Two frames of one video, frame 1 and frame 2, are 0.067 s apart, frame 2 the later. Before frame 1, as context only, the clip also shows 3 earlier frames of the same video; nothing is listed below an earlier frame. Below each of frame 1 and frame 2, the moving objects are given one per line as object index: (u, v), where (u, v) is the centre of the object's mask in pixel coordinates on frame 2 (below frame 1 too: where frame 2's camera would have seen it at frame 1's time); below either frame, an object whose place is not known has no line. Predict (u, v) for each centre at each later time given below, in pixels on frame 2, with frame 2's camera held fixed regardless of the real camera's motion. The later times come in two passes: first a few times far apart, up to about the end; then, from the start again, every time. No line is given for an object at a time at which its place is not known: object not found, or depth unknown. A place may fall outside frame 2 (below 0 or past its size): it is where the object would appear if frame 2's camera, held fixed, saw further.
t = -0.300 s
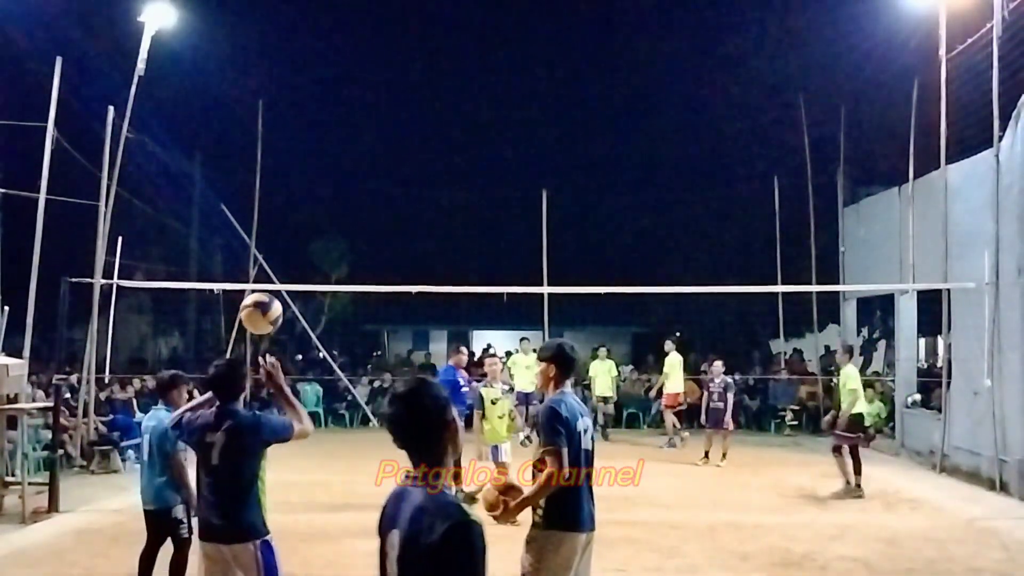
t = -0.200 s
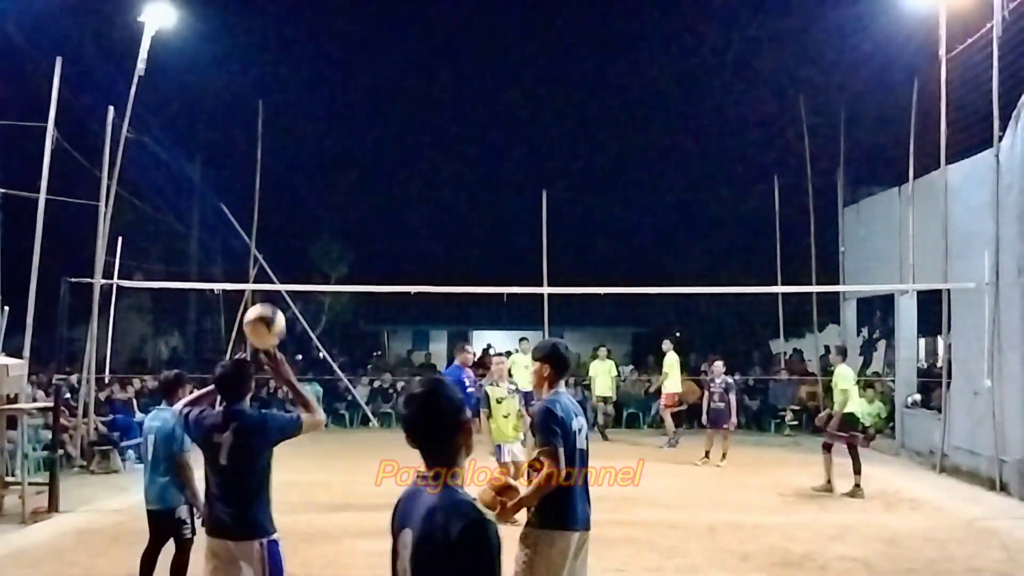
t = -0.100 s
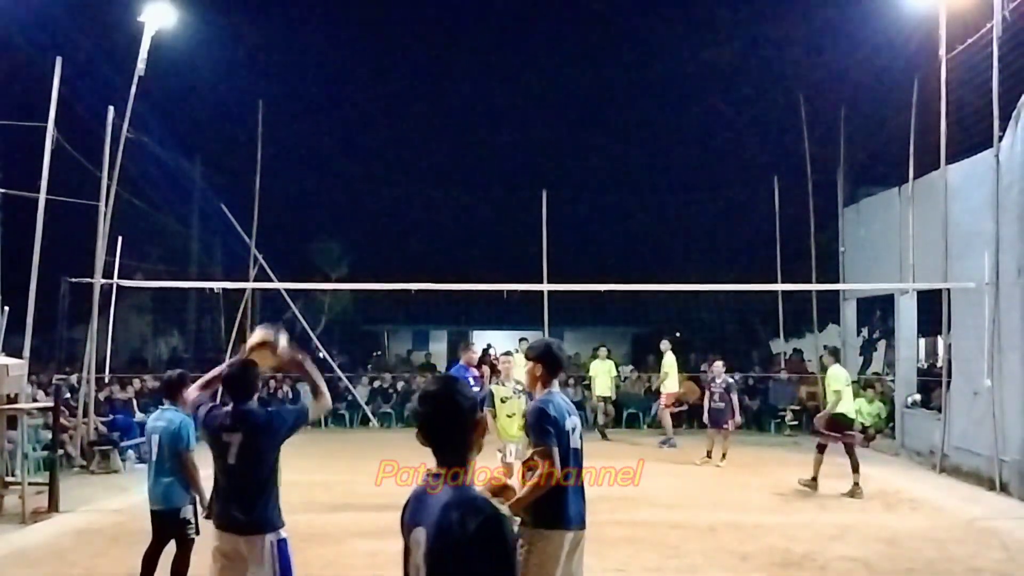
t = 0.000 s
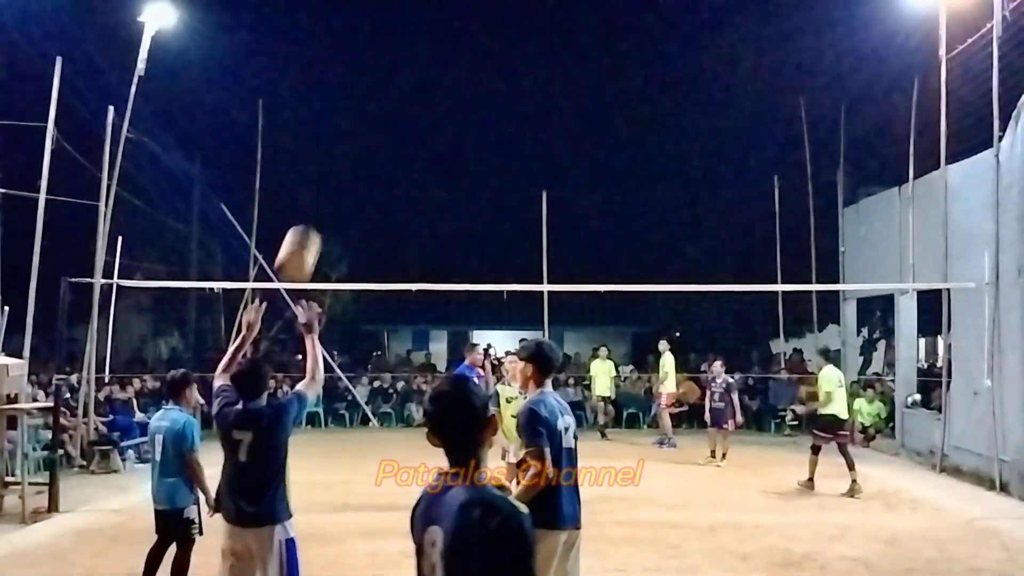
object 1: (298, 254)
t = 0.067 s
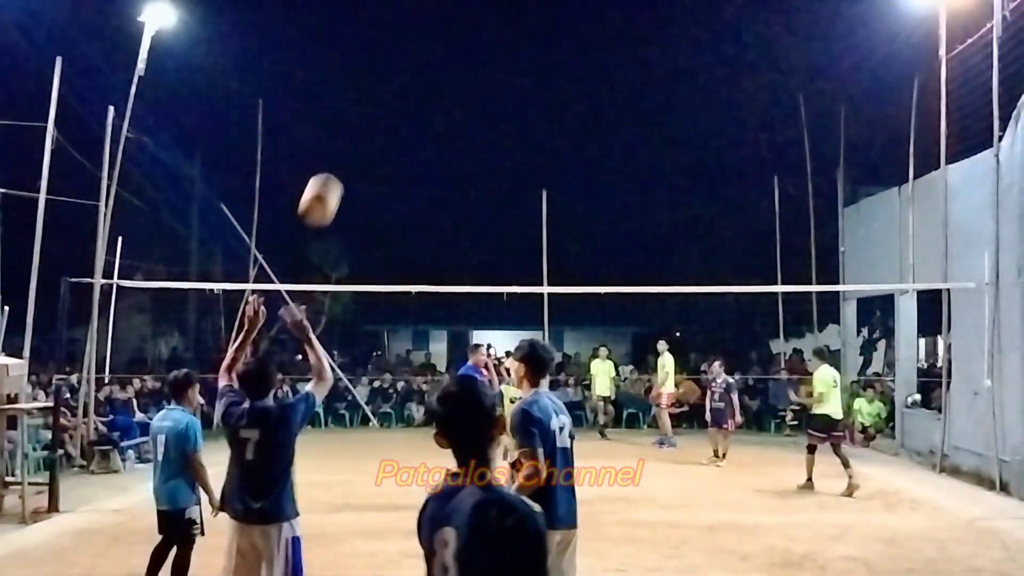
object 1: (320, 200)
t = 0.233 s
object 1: (369, 112)
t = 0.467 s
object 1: (423, 76)
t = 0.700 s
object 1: (467, 110)
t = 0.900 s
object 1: (496, 180)
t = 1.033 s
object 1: (513, 243)
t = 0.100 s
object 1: (331, 178)
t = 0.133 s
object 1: (341, 158)
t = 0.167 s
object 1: (350, 140)
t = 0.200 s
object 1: (360, 125)
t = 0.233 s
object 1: (369, 112)
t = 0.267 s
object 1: (378, 102)
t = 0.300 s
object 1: (386, 93)
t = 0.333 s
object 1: (394, 86)
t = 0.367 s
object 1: (402, 81)
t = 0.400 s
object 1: (409, 78)
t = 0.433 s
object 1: (417, 76)
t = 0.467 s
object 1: (423, 76)
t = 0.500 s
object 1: (430, 77)
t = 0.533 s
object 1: (437, 80)
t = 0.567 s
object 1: (443, 83)
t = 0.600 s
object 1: (449, 88)
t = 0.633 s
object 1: (455, 94)
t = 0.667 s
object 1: (461, 102)
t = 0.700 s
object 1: (467, 110)
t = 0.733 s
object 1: (472, 119)
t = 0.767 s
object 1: (477, 130)
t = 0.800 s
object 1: (482, 141)
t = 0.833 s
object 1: (487, 153)
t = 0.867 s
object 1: (492, 166)
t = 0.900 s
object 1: (496, 180)
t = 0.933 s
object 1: (501, 195)
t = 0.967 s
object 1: (505, 210)
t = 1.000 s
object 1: (509, 226)
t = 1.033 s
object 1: (513, 243)
